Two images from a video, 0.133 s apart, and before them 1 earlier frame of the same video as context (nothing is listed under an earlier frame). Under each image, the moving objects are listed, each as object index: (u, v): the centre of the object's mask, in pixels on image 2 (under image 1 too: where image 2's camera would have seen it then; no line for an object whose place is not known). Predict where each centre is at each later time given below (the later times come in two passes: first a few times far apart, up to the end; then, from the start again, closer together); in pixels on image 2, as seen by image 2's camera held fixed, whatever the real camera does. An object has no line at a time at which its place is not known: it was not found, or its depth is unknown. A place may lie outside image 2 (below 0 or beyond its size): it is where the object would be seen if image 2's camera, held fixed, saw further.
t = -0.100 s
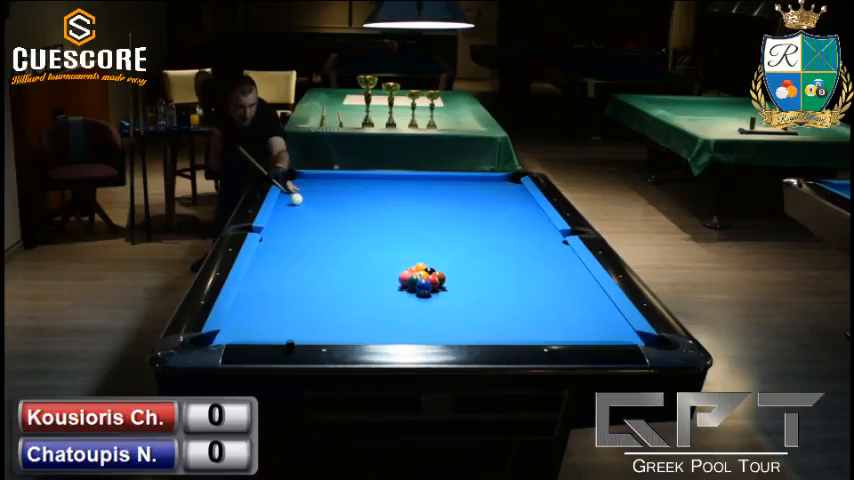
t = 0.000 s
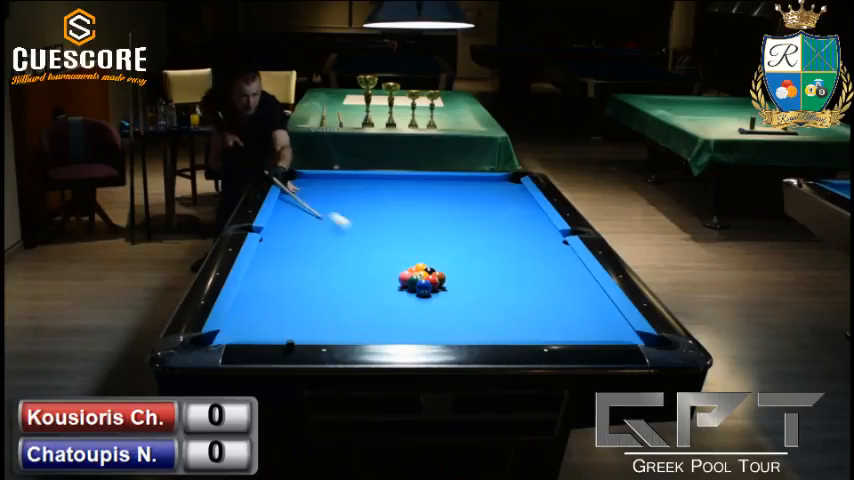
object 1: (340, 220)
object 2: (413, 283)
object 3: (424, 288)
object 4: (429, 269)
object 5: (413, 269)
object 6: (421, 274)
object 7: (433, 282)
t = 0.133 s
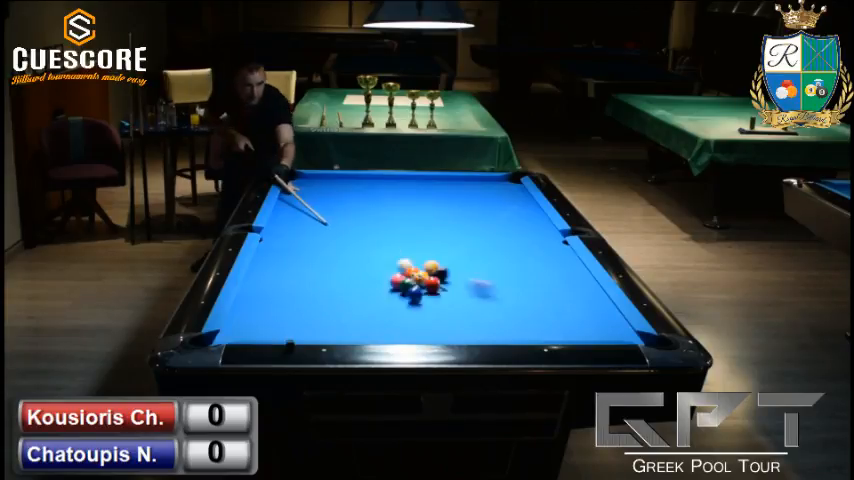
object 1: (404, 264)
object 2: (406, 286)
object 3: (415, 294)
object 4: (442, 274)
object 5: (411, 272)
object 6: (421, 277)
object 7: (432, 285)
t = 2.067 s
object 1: (341, 241)
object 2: (363, 277)
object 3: (364, 297)
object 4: (405, 238)
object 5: (400, 273)
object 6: (412, 280)
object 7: (488, 329)
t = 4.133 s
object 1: (361, 236)
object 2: (409, 259)
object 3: (483, 287)
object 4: (358, 187)
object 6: (429, 277)
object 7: (492, 310)
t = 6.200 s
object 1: (361, 236)
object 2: (411, 259)
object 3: (502, 287)
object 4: (352, 186)
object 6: (429, 277)
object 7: (492, 310)
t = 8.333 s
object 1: (362, 235)
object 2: (411, 259)
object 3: (502, 287)
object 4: (350, 190)
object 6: (429, 277)
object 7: (492, 310)
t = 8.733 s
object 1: (361, 235)
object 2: (411, 259)
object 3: (502, 287)
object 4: (350, 190)
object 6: (429, 277)
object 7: (492, 310)
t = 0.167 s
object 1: (397, 266)
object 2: (400, 289)
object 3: (407, 302)
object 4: (453, 274)
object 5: (410, 273)
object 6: (420, 279)
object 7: (433, 286)
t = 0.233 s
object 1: (384, 266)
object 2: (388, 296)
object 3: (391, 316)
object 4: (472, 272)
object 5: (409, 273)
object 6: (419, 278)
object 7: (436, 288)
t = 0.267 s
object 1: (378, 265)
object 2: (382, 299)
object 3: (383, 322)
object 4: (480, 271)
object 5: (408, 273)
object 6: (419, 279)
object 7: (437, 290)
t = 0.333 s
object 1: (365, 265)
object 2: (371, 304)
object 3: (366, 333)
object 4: (497, 270)
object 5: (407, 273)
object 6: (418, 279)
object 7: (440, 293)
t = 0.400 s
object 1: (353, 264)
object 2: (359, 310)
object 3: (356, 332)
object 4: (513, 269)
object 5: (406, 273)
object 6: (417, 279)
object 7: (442, 295)
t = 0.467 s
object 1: (341, 264)
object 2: (346, 312)
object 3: (347, 326)
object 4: (529, 268)
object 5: (405, 273)
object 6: (416, 279)
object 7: (445, 298)
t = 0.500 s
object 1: (335, 263)
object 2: (338, 313)
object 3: (344, 325)
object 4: (537, 267)
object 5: (405, 273)
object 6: (416, 279)
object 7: (446, 300)
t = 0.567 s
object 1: (323, 263)
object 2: (322, 311)
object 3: (342, 329)
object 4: (552, 266)
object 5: (404, 273)
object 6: (416, 279)
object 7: (448, 303)
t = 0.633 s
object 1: (311, 263)
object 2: (306, 307)
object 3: (339, 331)
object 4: (567, 265)
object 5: (403, 273)
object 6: (415, 279)
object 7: (451, 305)
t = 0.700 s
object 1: (299, 262)
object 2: (290, 303)
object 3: (319, 333)
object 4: (573, 264)
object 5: (402, 273)
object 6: (414, 279)
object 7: (454, 308)
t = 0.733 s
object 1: (293, 262)
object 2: (283, 302)
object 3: (305, 334)
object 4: (567, 263)
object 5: (402, 273)
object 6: (414, 279)
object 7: (455, 310)
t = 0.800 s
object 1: (281, 262)
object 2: (268, 300)
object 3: (282, 334)
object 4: (558, 262)
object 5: (401, 273)
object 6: (414, 279)
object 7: (457, 312)
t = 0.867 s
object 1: (270, 261)
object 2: (253, 297)
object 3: (264, 332)
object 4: (548, 260)
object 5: (401, 273)
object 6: (413, 280)
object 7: (460, 315)
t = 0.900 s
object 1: (264, 261)
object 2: (246, 296)
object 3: (256, 332)
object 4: (544, 259)
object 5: (400, 273)
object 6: (413, 280)
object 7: (461, 316)
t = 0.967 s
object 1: (260, 261)
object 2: (252, 295)
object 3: (239, 331)
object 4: (535, 258)
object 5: (400, 273)
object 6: (413, 280)
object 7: (464, 319)
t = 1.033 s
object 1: (268, 259)
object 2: (260, 293)
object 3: (234, 330)
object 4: (526, 257)
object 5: (400, 273)
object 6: (412, 280)
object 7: (466, 322)
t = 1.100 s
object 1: (273, 258)
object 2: (268, 293)
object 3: (246, 327)
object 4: (517, 255)
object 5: (399, 273)
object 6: (412, 280)
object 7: (469, 325)
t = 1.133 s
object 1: (276, 257)
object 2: (271, 290)
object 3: (250, 326)
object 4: (513, 255)
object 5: (399, 273)
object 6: (412, 280)
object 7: (470, 327)
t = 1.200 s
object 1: (281, 256)
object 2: (280, 290)
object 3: (260, 324)
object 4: (504, 253)
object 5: (399, 273)
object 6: (412, 280)
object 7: (473, 329)
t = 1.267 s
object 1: (287, 254)
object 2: (286, 289)
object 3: (269, 321)
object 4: (496, 252)
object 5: (399, 273)
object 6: (412, 280)
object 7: (476, 331)
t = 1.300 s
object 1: (289, 254)
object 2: (290, 289)
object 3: (274, 320)
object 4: (492, 251)
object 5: (399, 273)
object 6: (412, 280)
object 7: (477, 332)
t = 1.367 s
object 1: (294, 252)
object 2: (297, 288)
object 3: (283, 317)
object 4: (484, 250)
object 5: (399, 273)
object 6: (412, 280)
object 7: (480, 334)
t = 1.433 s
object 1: (299, 251)
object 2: (304, 287)
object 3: (291, 316)
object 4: (475, 249)
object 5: (399, 273)
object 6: (412, 280)
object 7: (482, 335)
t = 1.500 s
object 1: (304, 250)
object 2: (311, 285)
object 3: (300, 313)
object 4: (467, 248)
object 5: (399, 273)
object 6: (412, 280)
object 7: (484, 335)
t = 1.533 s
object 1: (307, 249)
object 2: (314, 284)
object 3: (304, 313)
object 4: (464, 247)
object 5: (399, 273)
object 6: (412, 280)
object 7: (484, 335)
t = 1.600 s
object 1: (311, 248)
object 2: (321, 284)
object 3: (312, 310)
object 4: (456, 246)
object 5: (399, 273)
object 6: (412, 280)
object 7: (485, 334)
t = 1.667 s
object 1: (316, 247)
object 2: (327, 283)
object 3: (320, 308)
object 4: (448, 245)
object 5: (399, 273)
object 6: (412, 280)
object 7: (485, 333)
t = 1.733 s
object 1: (320, 246)
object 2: (333, 281)
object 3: (328, 306)
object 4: (441, 244)
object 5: (399, 273)
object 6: (412, 280)
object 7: (486, 332)
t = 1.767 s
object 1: (322, 245)
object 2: (336, 281)
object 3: (332, 305)
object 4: (437, 243)
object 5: (400, 273)
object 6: (412, 280)
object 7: (486, 332)
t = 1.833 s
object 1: (327, 244)
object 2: (343, 280)
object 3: (340, 304)
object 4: (430, 242)
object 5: (400, 273)
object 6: (412, 280)
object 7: (486, 331)
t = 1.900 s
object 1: (331, 243)
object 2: (348, 279)
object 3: (347, 301)
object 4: (423, 241)
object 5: (399, 273)
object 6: (412, 280)
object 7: (487, 330)
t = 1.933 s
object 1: (333, 242)
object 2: (351, 279)
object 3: (350, 300)
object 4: (419, 240)
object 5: (399, 273)
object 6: (412, 280)
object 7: (487, 330)
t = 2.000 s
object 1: (337, 242)
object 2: (357, 277)
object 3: (358, 299)
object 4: (412, 240)
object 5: (399, 273)
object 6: (412, 280)
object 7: (487, 329)
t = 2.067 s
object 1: (341, 241)
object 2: (363, 277)
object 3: (364, 297)
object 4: (405, 238)
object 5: (400, 273)
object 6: (412, 280)
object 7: (488, 329)
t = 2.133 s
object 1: (345, 240)
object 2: (368, 276)
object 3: (372, 295)
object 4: (399, 238)
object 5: (399, 273)
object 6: (412, 280)
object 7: (488, 328)
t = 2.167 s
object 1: (346, 239)
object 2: (371, 275)
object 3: (375, 294)
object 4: (395, 237)
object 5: (399, 273)
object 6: (412, 280)
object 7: (489, 328)
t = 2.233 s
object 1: (350, 238)
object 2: (376, 275)
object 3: (381, 293)
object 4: (389, 236)
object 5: (400, 273)
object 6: (412, 280)
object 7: (489, 327)
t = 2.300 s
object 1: (354, 237)
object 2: (381, 274)
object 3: (388, 291)
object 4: (383, 235)
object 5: (400, 273)
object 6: (412, 280)
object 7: (489, 326)
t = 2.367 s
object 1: (357, 236)
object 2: (384, 273)
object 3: (393, 290)
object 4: (376, 234)
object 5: (401, 272)
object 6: (412, 280)
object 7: (489, 324)
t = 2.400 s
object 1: (359, 236)
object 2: (385, 273)
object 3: (397, 289)
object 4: (373, 234)
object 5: (402, 272)
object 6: (412, 280)
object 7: (489, 323)
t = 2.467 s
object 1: (360, 236)
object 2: (387, 272)
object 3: (403, 287)
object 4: (370, 231)
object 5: (405, 271)
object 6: (413, 279)
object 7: (489, 322)
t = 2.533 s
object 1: (361, 236)
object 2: (388, 271)
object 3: (409, 287)
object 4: (367, 229)
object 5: (407, 271)
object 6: (414, 277)
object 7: (490, 321)
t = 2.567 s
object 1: (361, 236)
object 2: (389, 270)
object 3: (411, 287)
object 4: (365, 227)
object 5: (408, 270)
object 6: (414, 276)
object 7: (490, 321)
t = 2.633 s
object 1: (361, 236)
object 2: (390, 269)
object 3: (414, 286)
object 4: (360, 225)
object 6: (414, 275)
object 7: (490, 319)
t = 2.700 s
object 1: (361, 236)
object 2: (392, 269)
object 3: (418, 286)
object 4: (360, 224)
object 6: (415, 275)
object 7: (491, 318)
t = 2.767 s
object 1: (361, 236)
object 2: (393, 268)
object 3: (423, 287)
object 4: (360, 223)
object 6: (418, 275)
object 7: (491, 317)
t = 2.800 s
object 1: (361, 236)
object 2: (394, 268)
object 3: (424, 287)
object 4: (360, 222)
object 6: (418, 275)
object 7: (491, 317)
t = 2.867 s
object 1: (361, 236)
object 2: (395, 267)
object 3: (429, 287)
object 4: (360, 220)
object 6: (420, 274)
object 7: (491, 316)
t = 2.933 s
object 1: (362, 236)
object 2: (396, 266)
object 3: (432, 287)
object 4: (360, 218)
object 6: (420, 276)
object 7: (492, 316)
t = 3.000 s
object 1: (362, 236)
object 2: (398, 265)
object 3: (436, 287)
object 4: (360, 216)
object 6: (422, 276)
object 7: (492, 315)
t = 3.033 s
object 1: (361, 236)
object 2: (398, 265)
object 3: (438, 286)
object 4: (360, 214)
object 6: (422, 277)
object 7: (492, 315)
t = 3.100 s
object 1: (361, 236)
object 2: (399, 265)
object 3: (441, 287)
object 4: (360, 212)
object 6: (424, 277)
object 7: (492, 314)
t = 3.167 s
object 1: (361, 235)
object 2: (400, 264)
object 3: (444, 287)
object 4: (360, 210)
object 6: (425, 277)
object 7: (493, 314)
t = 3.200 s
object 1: (361, 235)
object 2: (400, 264)
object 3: (446, 287)
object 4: (360, 209)
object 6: (425, 277)
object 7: (493, 313)
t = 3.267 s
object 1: (361, 236)
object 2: (401, 263)
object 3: (450, 287)
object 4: (359, 208)
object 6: (426, 278)
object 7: (493, 313)
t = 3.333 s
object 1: (361, 236)
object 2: (402, 263)
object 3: (453, 287)
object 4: (359, 206)
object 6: (427, 277)
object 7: (493, 312)
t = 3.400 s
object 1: (361, 236)
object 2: (403, 262)
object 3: (456, 287)
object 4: (359, 204)
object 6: (427, 277)
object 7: (493, 312)
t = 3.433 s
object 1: (361, 236)
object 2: (403, 262)
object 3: (457, 287)
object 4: (359, 203)
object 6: (427, 277)
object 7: (493, 312)
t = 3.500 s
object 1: (361, 236)
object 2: (404, 262)
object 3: (461, 287)
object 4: (359, 201)
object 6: (428, 277)
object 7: (493, 312)
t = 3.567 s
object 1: (361, 236)
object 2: (405, 261)
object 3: (463, 287)
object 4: (359, 200)
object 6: (428, 277)
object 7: (493, 311)
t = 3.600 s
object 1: (361, 236)
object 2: (405, 261)
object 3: (465, 287)
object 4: (359, 199)
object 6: (428, 277)
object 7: (493, 311)
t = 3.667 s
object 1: (361, 236)
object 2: (406, 261)
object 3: (467, 287)
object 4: (359, 197)
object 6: (429, 277)
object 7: (493, 311)
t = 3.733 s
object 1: (361, 236)
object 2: (407, 260)
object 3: (470, 287)
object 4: (359, 195)
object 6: (429, 277)
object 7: (493, 310)
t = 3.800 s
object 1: (362, 236)
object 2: (407, 260)
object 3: (472, 287)
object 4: (359, 194)
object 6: (429, 277)
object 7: (493, 310)
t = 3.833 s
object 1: (362, 236)
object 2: (408, 260)
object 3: (473, 287)
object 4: (359, 193)
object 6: (429, 277)
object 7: (492, 310)
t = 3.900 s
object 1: (361, 236)
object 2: (408, 260)
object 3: (476, 287)
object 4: (358, 192)
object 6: (429, 277)
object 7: (492, 310)
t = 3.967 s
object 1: (361, 236)
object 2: (409, 260)
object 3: (478, 287)
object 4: (358, 190)
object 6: (429, 277)
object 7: (492, 310)
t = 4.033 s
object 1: (361, 236)
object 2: (409, 259)
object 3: (480, 287)
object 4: (358, 189)
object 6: (429, 277)
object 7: (492, 310)
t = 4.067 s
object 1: (361, 236)
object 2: (409, 259)
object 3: (481, 287)
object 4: (358, 188)
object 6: (429, 277)
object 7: (492, 310)
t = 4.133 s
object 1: (361, 236)
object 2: (409, 259)
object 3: (483, 287)
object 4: (358, 187)
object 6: (429, 277)
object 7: (492, 310)
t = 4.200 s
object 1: (361, 236)
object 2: (410, 259)
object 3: (485, 287)
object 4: (358, 185)
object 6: (429, 277)
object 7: (492, 310)
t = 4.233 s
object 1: (361, 236)
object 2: (410, 259)
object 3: (486, 287)
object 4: (358, 185)
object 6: (429, 277)
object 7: (492, 310)
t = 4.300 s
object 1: (361, 236)
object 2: (410, 259)
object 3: (488, 287)
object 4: (357, 183)
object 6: (429, 277)
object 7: (492, 310)
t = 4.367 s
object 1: (361, 236)
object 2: (410, 259)
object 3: (489, 287)
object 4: (357, 182)
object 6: (429, 277)
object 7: (492, 310)
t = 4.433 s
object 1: (361, 236)
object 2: (410, 259)
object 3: (491, 287)
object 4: (357, 181)
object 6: (429, 277)
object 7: (492, 310)
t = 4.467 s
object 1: (361, 236)
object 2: (411, 259)
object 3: (492, 287)
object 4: (357, 181)
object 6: (429, 277)
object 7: (492, 310)
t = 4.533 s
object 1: (361, 236)
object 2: (411, 259)
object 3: (493, 287)
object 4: (357, 180)
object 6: (429, 277)
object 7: (492, 310)
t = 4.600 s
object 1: (361, 236)
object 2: (411, 259)
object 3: (494, 287)
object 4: (357, 178)
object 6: (429, 277)
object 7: (492, 310)
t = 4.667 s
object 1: (361, 236)
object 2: (411, 259)
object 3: (496, 287)
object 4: (356, 177)
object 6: (429, 277)
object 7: (492, 310)
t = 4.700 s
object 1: (361, 236)
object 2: (411, 259)
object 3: (496, 287)
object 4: (357, 176)
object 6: (429, 277)
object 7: (492, 310)
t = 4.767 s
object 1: (361, 236)
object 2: (411, 259)
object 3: (497, 287)
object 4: (356, 176)
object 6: (429, 277)
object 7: (492, 310)
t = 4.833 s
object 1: (361, 236)
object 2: (411, 259)
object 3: (498, 287)
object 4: (356, 176)
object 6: (429, 277)
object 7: (492, 310)
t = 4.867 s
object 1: (361, 236)
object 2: (411, 259)
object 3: (499, 287)
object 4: (356, 177)
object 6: (429, 277)
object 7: (492, 310)
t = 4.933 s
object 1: (361, 236)
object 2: (411, 259)
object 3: (500, 287)
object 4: (355, 177)
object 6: (429, 277)
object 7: (492, 310)
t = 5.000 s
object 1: (361, 236)
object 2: (411, 259)
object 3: (500, 287)
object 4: (355, 178)
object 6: (429, 277)
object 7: (492, 310)
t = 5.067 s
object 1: (361, 236)
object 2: (411, 259)
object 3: (501, 287)
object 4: (355, 179)
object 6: (429, 277)
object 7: (492, 310)
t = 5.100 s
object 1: (361, 236)
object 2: (411, 259)
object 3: (501, 287)
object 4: (354, 179)
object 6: (429, 277)
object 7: (492, 310)
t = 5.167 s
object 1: (361, 236)
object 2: (411, 259)
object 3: (502, 287)
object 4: (354, 179)
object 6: (429, 277)
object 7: (492, 310)
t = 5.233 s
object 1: (361, 236)
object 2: (411, 259)
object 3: (502, 287)
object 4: (354, 180)
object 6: (429, 277)
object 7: (492, 310)
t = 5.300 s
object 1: (361, 236)
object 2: (411, 259)
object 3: (503, 287)
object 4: (354, 180)
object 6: (429, 277)
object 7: (492, 310)
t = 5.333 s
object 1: (361, 236)
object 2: (411, 259)
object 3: (503, 287)
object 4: (354, 180)
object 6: (429, 277)
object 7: (492, 310)
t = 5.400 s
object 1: (361, 236)
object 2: (411, 259)
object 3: (503, 287)
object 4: (354, 181)
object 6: (429, 277)
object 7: (492, 310)
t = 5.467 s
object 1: (361, 236)
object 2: (411, 259)
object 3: (503, 287)
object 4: (354, 181)
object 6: (429, 277)
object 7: (492, 310)
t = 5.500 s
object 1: (361, 236)
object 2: (411, 259)
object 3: (503, 287)
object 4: (353, 182)
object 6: (429, 277)
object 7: (492, 310)
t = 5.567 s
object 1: (361, 236)
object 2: (411, 259)
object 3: (503, 287)
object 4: (353, 182)
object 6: (429, 277)
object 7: (492, 310)
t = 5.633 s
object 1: (361, 236)
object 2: (411, 259)
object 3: (503, 287)
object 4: (353, 182)
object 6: (429, 277)
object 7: (492, 310)
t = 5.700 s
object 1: (361, 236)
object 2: (411, 259)
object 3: (502, 287)
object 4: (353, 183)
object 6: (429, 277)
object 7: (492, 310)
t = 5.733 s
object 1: (361, 236)
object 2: (411, 259)
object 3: (502, 287)
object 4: (353, 183)
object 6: (429, 277)
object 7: (492, 310)
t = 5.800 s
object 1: (361, 236)
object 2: (411, 259)
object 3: (502, 287)
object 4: (352, 184)
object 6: (429, 277)
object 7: (492, 310)
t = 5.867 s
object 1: (361, 236)
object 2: (411, 259)
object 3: (502, 287)
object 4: (352, 184)
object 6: (429, 277)
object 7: (492, 310)
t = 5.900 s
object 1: (361, 236)
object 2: (411, 259)
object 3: (502, 287)
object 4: (352, 184)
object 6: (429, 277)
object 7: (492, 310)
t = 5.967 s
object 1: (361, 236)
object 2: (411, 259)
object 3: (502, 287)
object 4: (352, 185)
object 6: (429, 277)
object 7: (492, 310)
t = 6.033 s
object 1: (361, 236)
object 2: (411, 259)
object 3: (502, 287)
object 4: (352, 185)
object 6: (429, 277)
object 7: (492, 310)
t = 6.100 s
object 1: (361, 236)
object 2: (411, 259)
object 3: (502, 287)
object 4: (352, 185)
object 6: (429, 277)
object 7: (492, 310)
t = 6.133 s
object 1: (361, 236)
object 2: (411, 259)
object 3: (502, 287)
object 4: (351, 185)
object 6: (429, 277)
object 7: (492, 310)
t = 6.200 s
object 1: (361, 236)
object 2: (411, 259)
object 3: (502, 287)
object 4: (352, 186)
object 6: (429, 277)
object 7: (492, 310)
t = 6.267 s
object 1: (361, 236)
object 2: (411, 259)
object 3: (502, 287)
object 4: (351, 186)
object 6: (429, 277)
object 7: (492, 310)
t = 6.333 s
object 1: (361, 236)
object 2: (411, 259)
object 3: (502, 287)
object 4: (351, 186)
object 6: (429, 277)
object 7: (492, 310)
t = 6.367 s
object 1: (361, 236)
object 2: (411, 259)
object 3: (502, 287)
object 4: (351, 186)
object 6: (429, 277)
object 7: (492, 310)
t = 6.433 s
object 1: (361, 236)
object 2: (411, 259)
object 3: (502, 287)
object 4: (351, 187)
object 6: (429, 277)
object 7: (492, 310)
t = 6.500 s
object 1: (361, 236)
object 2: (411, 259)
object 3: (502, 287)
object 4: (351, 187)
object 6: (429, 277)
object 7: (492, 310)
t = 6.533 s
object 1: (361, 236)
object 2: (411, 259)
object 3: (502, 287)
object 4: (351, 187)
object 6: (429, 277)
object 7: (492, 310)
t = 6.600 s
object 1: (361, 236)
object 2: (411, 259)
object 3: (502, 287)
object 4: (351, 188)
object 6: (429, 277)
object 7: (492, 310)
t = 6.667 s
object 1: (361, 236)
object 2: (411, 259)
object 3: (502, 287)
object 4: (351, 188)
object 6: (429, 277)
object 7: (492, 310)
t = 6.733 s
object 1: (361, 236)
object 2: (411, 259)
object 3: (502, 287)
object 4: (351, 188)
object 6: (429, 277)
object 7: (492, 310)
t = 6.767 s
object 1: (361, 236)
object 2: (411, 259)
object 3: (502, 287)
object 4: (351, 188)
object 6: (429, 277)
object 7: (492, 310)
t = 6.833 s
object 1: (361, 236)
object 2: (411, 259)
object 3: (502, 287)
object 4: (351, 189)
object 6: (429, 277)
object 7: (492, 310)
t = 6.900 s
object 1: (361, 236)
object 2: (411, 259)
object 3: (502, 287)
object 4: (351, 189)
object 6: (429, 277)
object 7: (492, 310)
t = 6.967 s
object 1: (361, 236)
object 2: (411, 259)
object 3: (502, 287)
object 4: (351, 189)
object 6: (429, 277)
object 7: (492, 310)
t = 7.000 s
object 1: (361, 236)
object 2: (411, 259)
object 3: (502, 287)
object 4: (351, 189)
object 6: (429, 277)
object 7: (492, 310)
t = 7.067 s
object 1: (361, 236)
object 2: (411, 259)
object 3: (502, 287)
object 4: (351, 189)
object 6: (429, 277)
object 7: (492, 310)
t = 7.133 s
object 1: (361, 236)
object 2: (411, 259)
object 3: (502, 287)
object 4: (351, 190)
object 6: (429, 277)
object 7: (492, 310)
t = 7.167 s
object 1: (361, 236)
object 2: (411, 259)
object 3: (502, 287)
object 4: (351, 190)
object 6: (429, 277)
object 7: (492, 310)
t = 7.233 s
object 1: (361, 236)
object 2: (411, 259)
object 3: (502, 287)
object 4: (351, 190)
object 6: (429, 277)
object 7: (492, 310)
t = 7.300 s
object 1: (361, 236)
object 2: (411, 259)
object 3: (502, 287)
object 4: (350, 190)
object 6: (429, 277)
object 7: (492, 310)
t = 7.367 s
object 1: (361, 236)
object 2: (411, 259)
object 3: (502, 287)
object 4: (350, 190)
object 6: (429, 277)
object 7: (492, 310)
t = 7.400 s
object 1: (361, 236)
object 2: (411, 259)
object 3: (502, 287)
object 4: (350, 190)
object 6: (429, 277)
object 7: (492, 310)
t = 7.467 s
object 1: (361, 236)
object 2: (411, 259)
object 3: (502, 287)
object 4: (350, 190)
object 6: (429, 277)
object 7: (492, 310)
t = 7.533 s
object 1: (361, 236)
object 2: (411, 259)
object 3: (502, 287)
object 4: (350, 190)
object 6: (429, 277)
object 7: (492, 310)
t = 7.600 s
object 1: (361, 236)
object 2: (411, 259)
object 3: (502, 287)
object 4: (350, 190)
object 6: (429, 277)
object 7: (492, 310)
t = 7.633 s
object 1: (361, 236)
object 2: (411, 259)
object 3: (502, 287)
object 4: (350, 190)
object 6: (429, 277)
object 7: (492, 310)
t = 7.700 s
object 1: (361, 236)
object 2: (411, 259)
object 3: (502, 287)
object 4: (350, 190)
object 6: (429, 277)
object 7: (492, 310)
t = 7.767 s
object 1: (361, 236)
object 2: (411, 259)
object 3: (502, 287)
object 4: (350, 190)
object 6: (429, 277)
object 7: (492, 310)
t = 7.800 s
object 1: (361, 236)
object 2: (411, 259)
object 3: (502, 287)
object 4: (350, 190)
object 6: (429, 277)
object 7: (492, 310)
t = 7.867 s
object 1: (361, 236)
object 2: (411, 259)
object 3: (502, 287)
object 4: (350, 190)
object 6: (429, 277)
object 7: (492, 310)
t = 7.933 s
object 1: (361, 236)
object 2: (411, 259)
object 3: (502, 287)
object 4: (350, 190)
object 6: (429, 277)
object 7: (492, 310)
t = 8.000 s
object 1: (361, 236)
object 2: (411, 259)
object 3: (502, 287)
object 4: (350, 190)
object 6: (429, 277)
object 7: (492, 310)
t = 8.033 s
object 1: (361, 236)
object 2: (411, 259)
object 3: (502, 287)
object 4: (350, 190)
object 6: (429, 277)
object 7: (492, 310)
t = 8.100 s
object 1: (361, 236)
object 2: (411, 259)
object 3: (502, 287)
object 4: (350, 190)
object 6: (429, 277)
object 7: (492, 310)
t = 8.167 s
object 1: (361, 236)
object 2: (411, 259)
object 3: (502, 287)
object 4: (350, 190)
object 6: (429, 277)
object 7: (492, 310)
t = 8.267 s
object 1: (361, 236)
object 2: (411, 259)
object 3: (502, 287)
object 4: (350, 190)
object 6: (429, 277)
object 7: (492, 310)
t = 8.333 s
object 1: (362, 235)
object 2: (411, 259)
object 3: (502, 287)
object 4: (350, 190)
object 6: (429, 277)
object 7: (492, 310)
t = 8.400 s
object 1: (361, 236)
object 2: (411, 259)
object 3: (502, 287)
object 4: (350, 190)
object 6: (429, 277)
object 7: (492, 310)
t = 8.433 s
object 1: (361, 236)
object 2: (411, 259)
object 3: (502, 287)
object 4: (350, 190)
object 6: (429, 277)
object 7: (492, 310)
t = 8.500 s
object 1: (361, 235)
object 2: (411, 259)
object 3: (502, 287)
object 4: (350, 190)
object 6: (429, 277)
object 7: (492, 310)
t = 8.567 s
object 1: (362, 236)
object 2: (411, 259)
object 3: (502, 287)
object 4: (350, 190)
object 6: (429, 277)
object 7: (492, 310)
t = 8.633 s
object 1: (361, 235)
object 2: (411, 259)
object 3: (502, 287)
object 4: (350, 190)
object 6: (429, 277)
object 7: (492, 310)
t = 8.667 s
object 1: (362, 236)
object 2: (411, 259)
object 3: (502, 287)
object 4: (350, 190)
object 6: (429, 277)
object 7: (492, 310)
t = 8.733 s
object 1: (361, 235)
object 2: (411, 259)
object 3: (502, 287)
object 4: (350, 190)
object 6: (429, 277)
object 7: (492, 310)
